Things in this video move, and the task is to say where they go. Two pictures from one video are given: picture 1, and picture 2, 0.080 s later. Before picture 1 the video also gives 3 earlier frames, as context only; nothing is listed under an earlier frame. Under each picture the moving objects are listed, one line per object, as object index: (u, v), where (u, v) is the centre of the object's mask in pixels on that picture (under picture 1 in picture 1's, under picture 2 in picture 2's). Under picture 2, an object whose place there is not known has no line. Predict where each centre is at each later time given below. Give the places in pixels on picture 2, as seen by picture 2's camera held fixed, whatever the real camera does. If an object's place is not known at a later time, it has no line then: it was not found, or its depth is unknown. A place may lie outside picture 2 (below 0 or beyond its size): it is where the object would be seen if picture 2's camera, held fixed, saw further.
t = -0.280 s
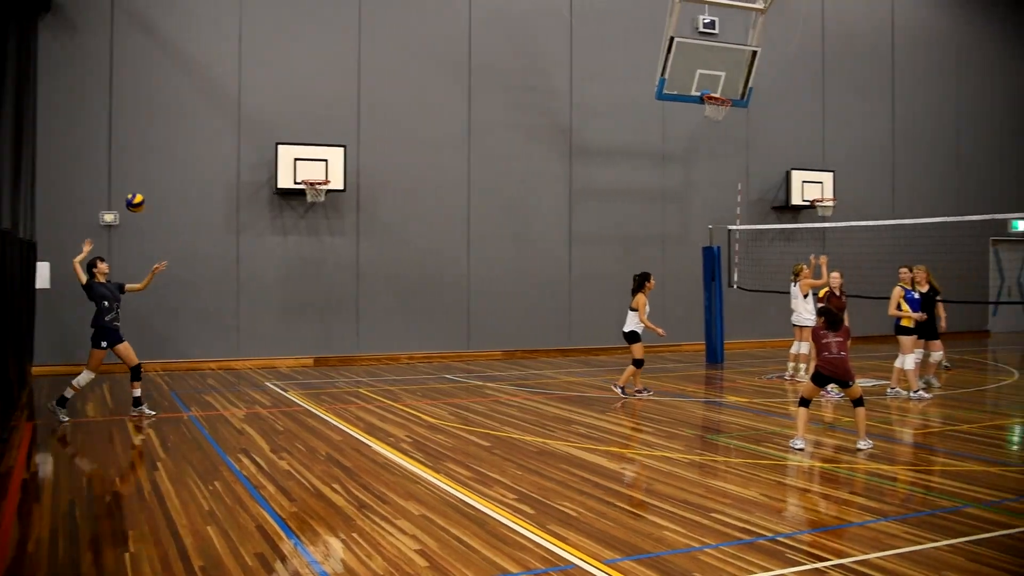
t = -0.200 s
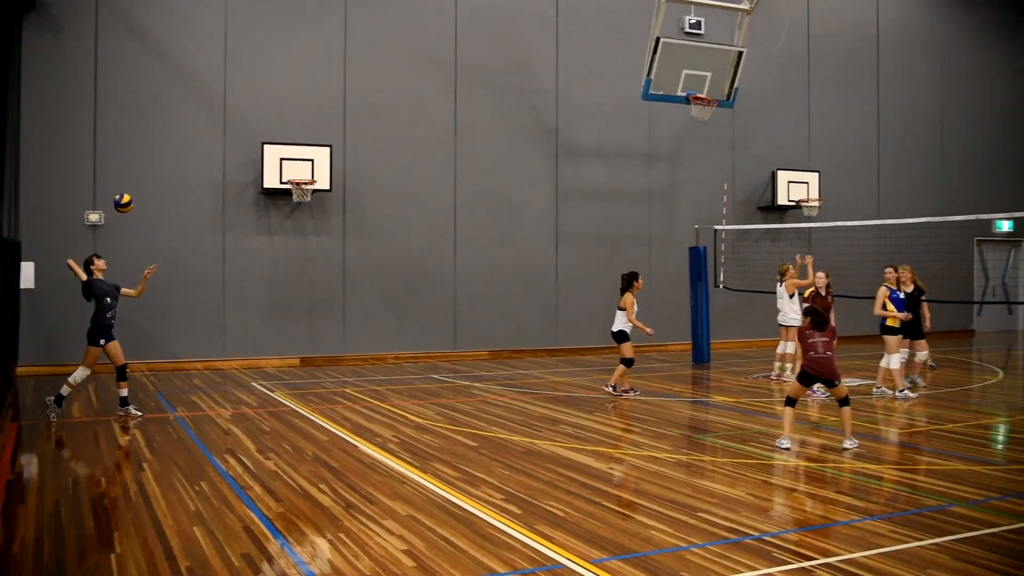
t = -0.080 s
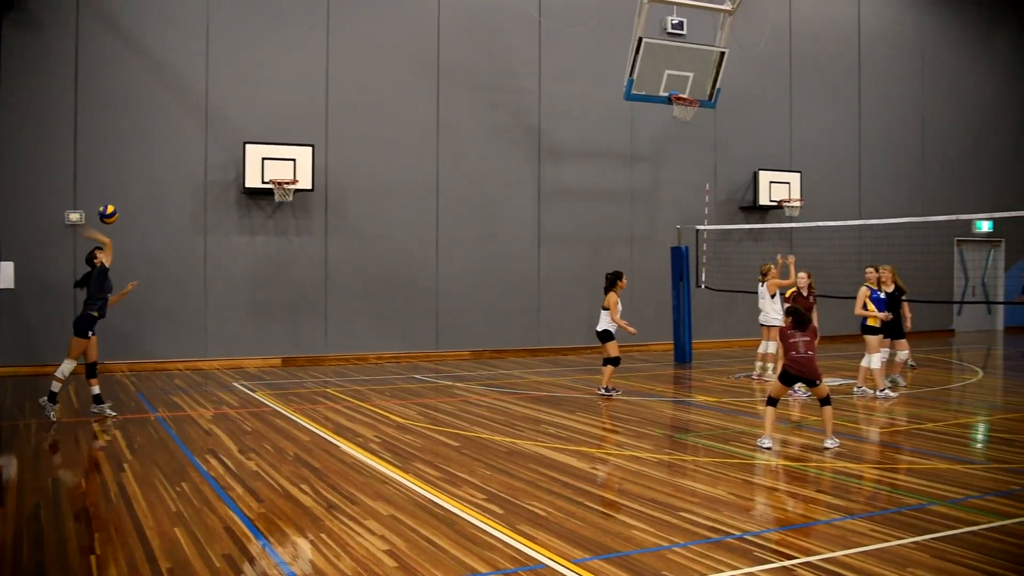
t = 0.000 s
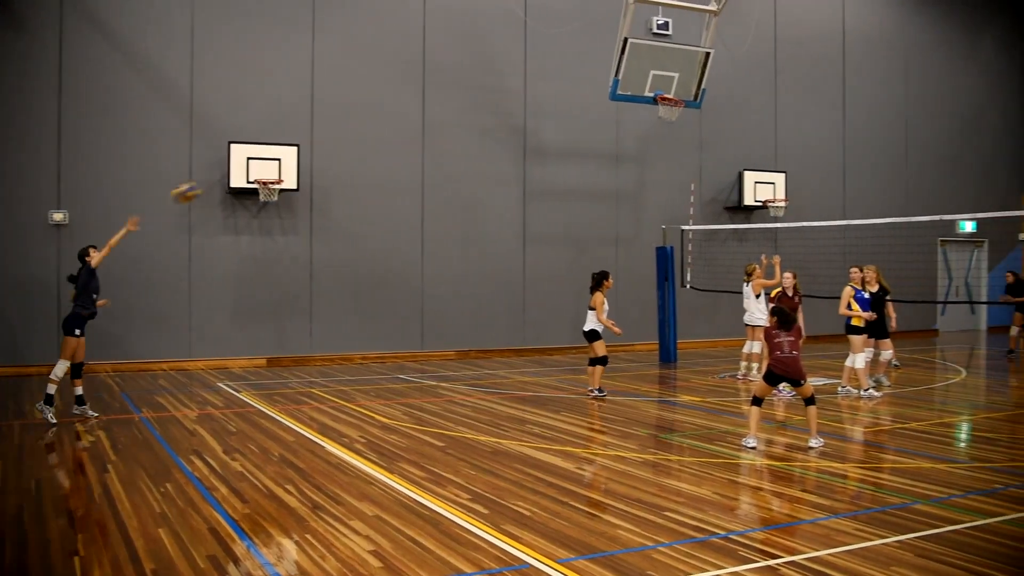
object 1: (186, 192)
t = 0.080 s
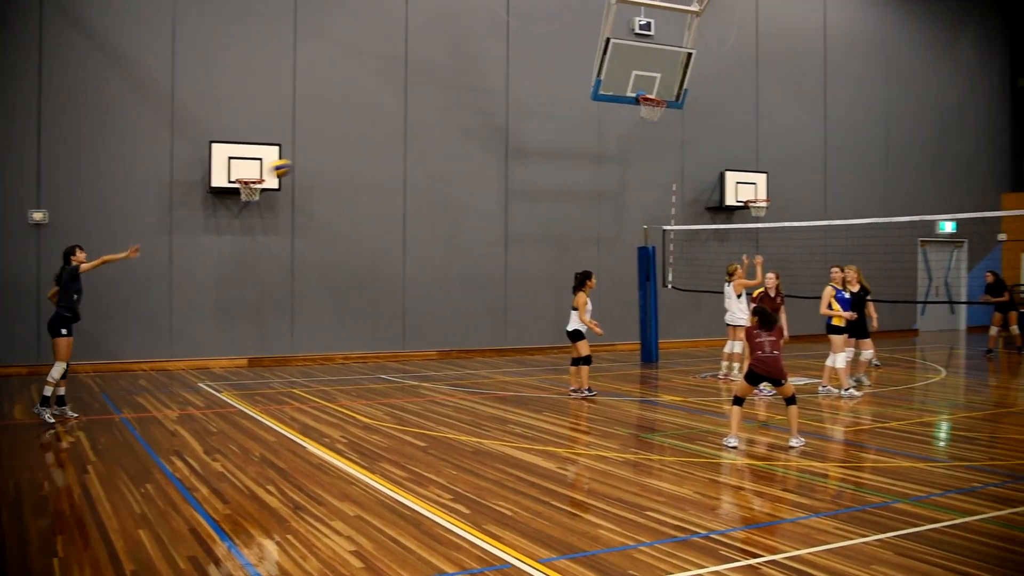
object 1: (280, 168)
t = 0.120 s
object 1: (329, 158)
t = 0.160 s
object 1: (376, 151)
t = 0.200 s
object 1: (419, 145)
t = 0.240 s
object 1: (462, 141)
